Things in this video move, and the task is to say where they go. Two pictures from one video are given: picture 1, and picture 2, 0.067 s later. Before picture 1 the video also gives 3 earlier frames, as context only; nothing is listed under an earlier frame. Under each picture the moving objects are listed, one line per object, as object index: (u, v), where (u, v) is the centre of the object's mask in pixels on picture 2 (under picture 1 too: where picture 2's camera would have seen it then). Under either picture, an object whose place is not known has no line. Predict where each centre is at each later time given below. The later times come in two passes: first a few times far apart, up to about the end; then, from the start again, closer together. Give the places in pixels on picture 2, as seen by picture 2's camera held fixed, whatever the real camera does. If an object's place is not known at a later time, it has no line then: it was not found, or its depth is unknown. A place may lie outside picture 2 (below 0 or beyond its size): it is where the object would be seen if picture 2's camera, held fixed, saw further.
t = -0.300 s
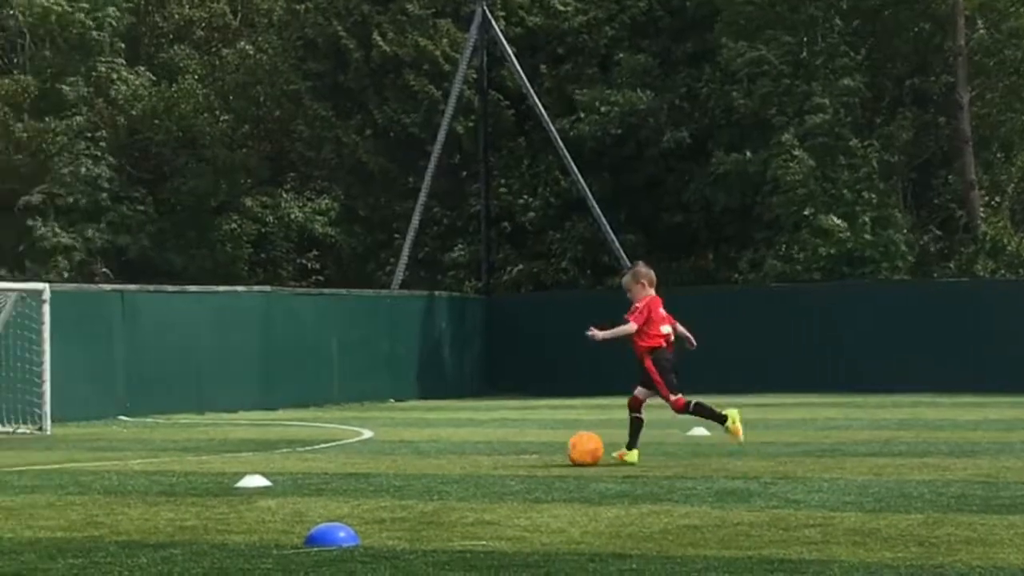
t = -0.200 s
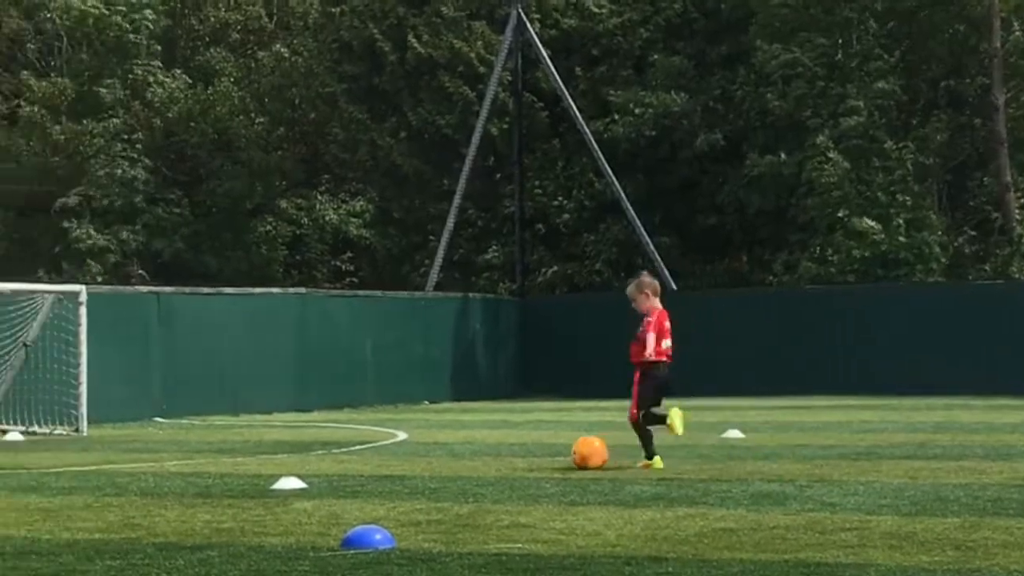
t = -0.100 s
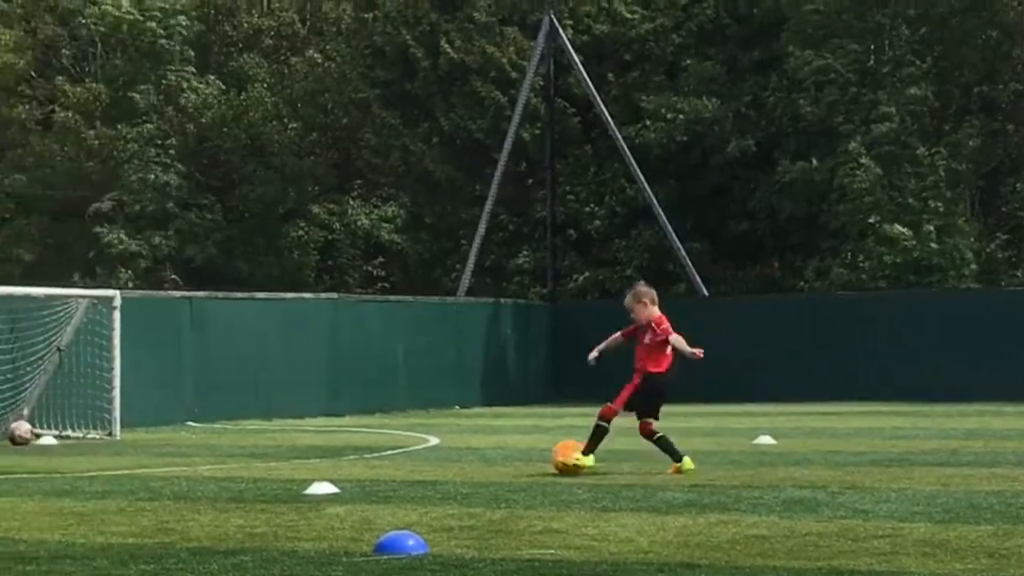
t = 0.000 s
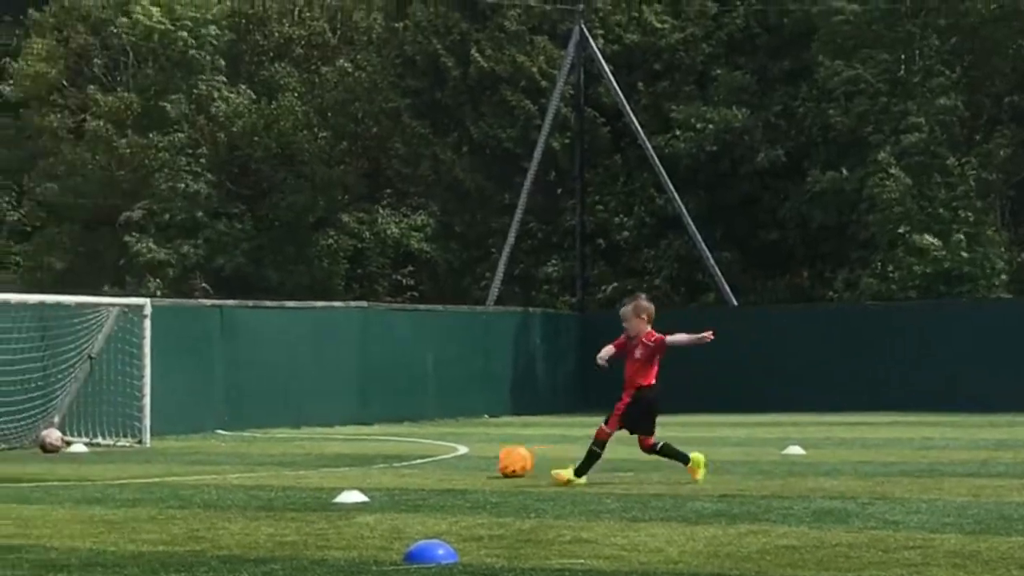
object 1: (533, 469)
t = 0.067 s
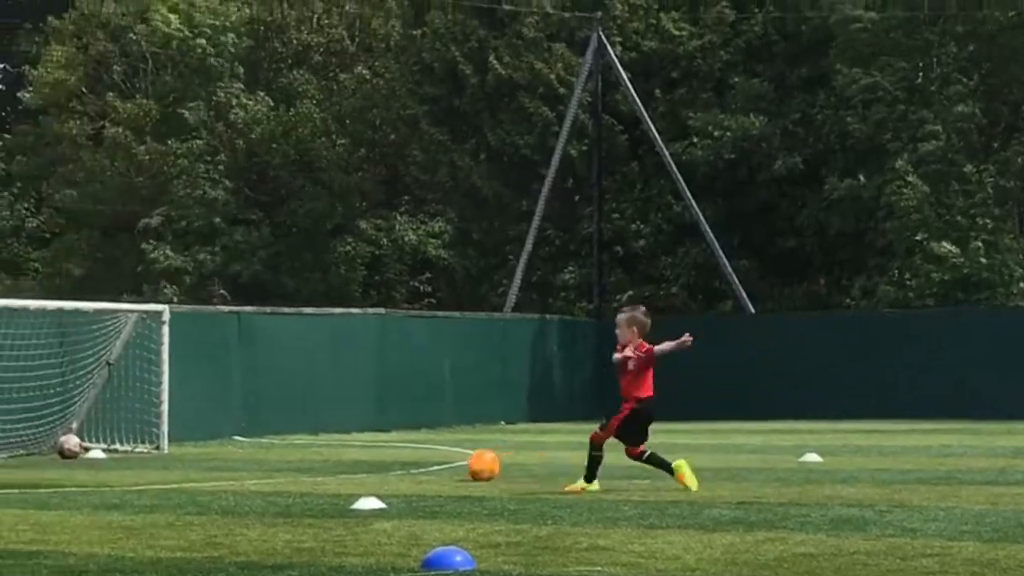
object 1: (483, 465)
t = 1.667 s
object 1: (130, 442)
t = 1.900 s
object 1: (140, 442)
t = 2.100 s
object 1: (148, 443)
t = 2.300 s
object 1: (156, 443)
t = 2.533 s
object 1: (168, 444)
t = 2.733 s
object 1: (175, 444)
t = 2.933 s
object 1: (183, 445)
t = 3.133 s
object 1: (192, 446)
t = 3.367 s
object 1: (200, 445)
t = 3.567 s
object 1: (205, 446)
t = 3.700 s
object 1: (206, 445)
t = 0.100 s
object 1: (460, 464)
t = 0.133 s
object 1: (439, 462)
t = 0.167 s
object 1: (419, 460)
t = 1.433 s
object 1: (122, 432)
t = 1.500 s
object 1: (124, 437)
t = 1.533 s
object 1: (125, 436)
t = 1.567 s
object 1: (127, 435)
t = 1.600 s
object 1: (128, 437)
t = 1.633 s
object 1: (129, 440)
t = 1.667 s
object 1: (130, 442)
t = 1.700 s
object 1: (132, 441)
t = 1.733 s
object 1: (133, 440)
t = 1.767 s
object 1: (134, 441)
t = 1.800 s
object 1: (136, 442)
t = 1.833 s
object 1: (138, 442)
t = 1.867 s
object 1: (139, 442)
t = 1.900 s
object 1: (140, 442)
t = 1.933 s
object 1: (142, 442)
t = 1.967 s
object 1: (143, 442)
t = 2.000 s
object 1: (144, 443)
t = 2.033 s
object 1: (146, 443)
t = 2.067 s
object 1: (148, 443)
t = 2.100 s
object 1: (148, 443)
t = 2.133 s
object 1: (149, 443)
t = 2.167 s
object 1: (151, 443)
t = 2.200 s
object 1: (152, 443)
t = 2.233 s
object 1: (153, 444)
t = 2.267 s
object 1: (154, 444)
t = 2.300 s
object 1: (156, 443)
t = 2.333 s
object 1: (158, 444)
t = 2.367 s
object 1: (160, 444)
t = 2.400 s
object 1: (162, 444)
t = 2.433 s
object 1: (163, 444)
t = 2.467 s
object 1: (165, 444)
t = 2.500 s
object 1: (166, 444)
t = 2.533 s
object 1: (168, 444)
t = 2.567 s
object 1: (169, 444)
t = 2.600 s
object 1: (170, 444)
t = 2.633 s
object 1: (172, 444)
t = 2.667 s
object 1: (173, 444)
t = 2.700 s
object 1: (174, 444)
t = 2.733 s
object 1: (175, 444)
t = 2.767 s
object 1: (176, 444)
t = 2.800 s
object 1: (178, 445)
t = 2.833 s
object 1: (181, 445)
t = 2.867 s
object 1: (181, 445)
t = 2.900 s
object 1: (182, 445)
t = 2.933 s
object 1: (183, 445)
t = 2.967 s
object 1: (184, 445)
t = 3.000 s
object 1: (186, 445)
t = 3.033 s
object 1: (187, 445)
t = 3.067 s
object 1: (189, 445)
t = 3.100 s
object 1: (190, 445)
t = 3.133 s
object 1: (192, 446)
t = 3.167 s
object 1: (193, 445)
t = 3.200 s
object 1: (194, 445)
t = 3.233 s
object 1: (196, 446)
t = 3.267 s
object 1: (197, 446)
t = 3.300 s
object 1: (198, 445)
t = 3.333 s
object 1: (199, 445)
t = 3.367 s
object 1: (200, 445)
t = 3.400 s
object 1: (201, 445)
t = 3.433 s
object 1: (202, 446)
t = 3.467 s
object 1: (202, 446)
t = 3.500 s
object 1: (203, 446)
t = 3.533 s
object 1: (204, 446)
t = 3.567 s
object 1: (205, 446)
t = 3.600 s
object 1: (205, 445)
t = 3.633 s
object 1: (205, 445)
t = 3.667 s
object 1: (206, 445)
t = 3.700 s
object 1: (206, 445)
